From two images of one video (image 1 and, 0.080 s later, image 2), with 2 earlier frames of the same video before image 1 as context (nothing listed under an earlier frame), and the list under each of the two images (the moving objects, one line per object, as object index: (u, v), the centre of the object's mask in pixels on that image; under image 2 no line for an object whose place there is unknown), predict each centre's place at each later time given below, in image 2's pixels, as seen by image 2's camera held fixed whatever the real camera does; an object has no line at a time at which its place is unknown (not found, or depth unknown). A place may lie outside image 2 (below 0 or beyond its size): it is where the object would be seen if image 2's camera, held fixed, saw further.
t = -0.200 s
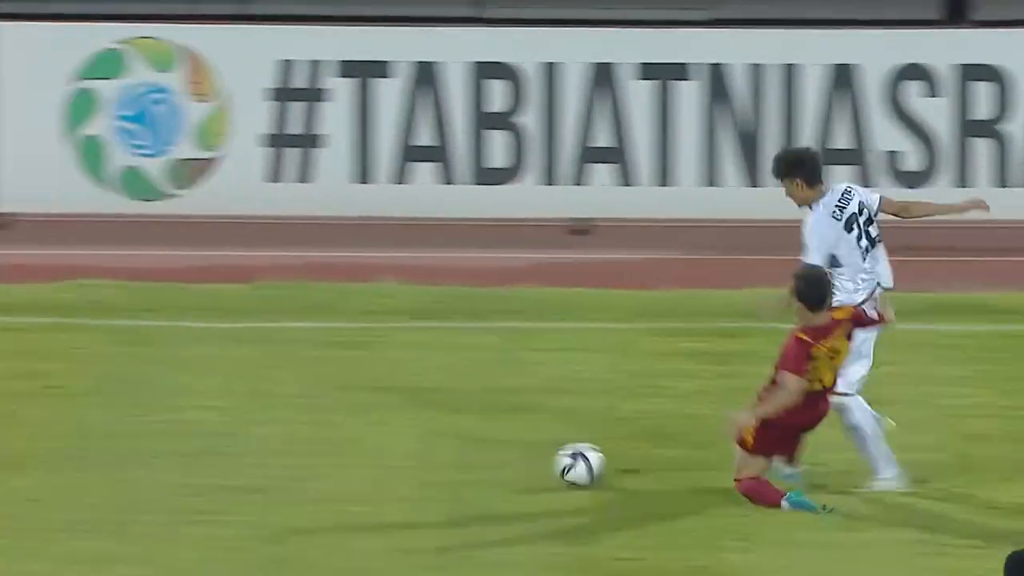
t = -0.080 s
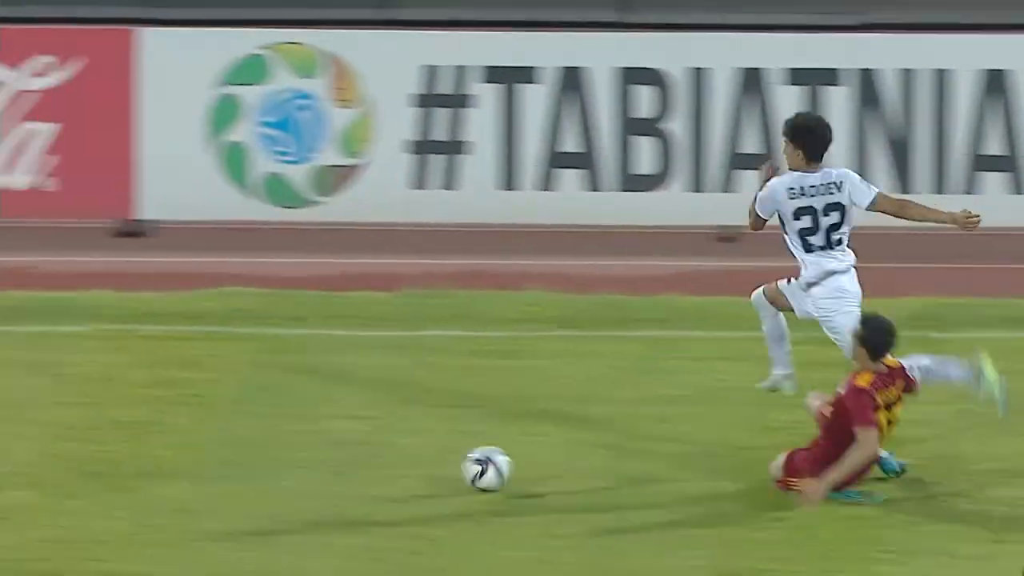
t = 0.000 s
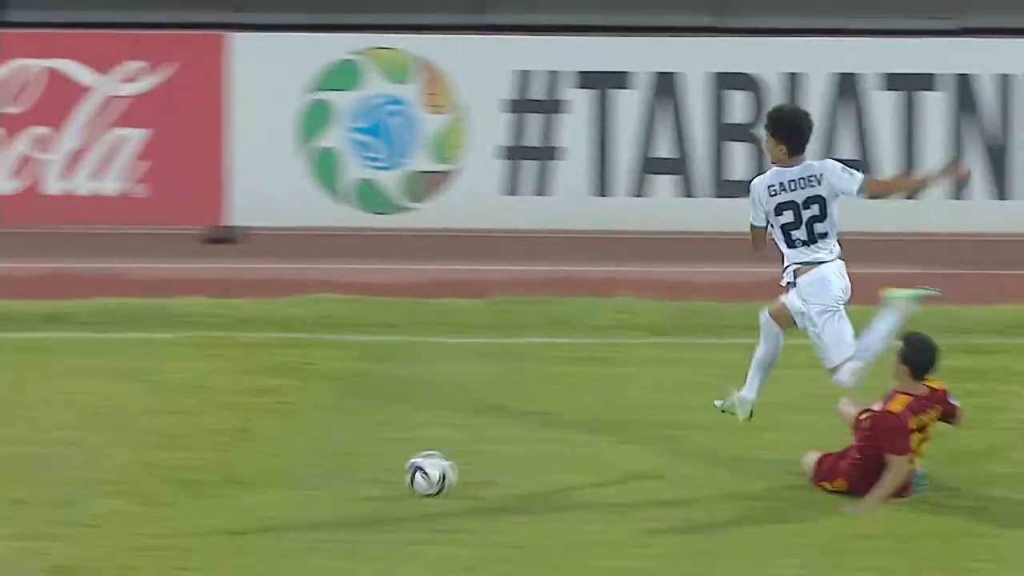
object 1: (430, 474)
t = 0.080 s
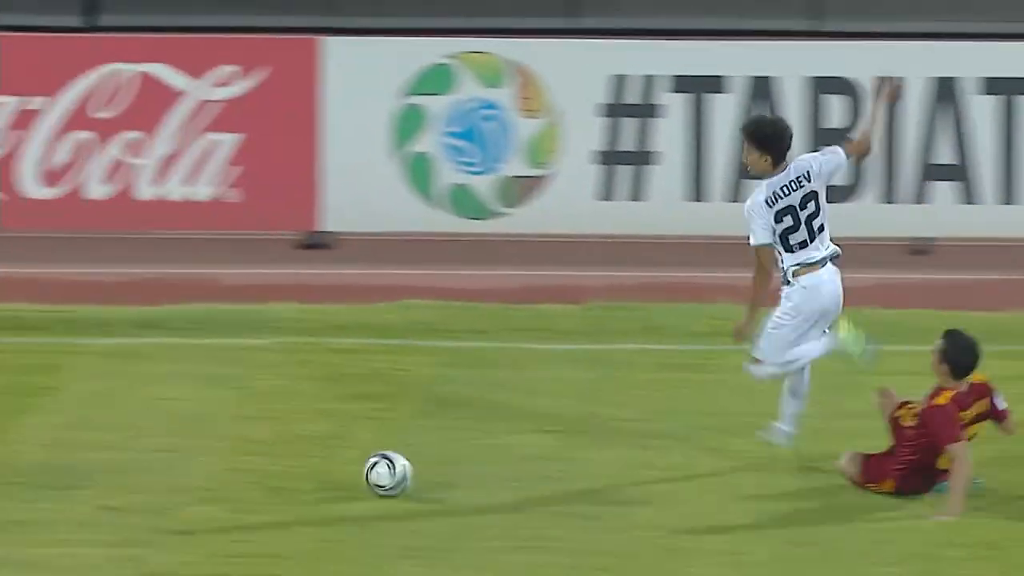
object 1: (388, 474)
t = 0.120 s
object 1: (324, 470)
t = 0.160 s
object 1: (261, 468)
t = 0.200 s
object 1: (200, 466)
